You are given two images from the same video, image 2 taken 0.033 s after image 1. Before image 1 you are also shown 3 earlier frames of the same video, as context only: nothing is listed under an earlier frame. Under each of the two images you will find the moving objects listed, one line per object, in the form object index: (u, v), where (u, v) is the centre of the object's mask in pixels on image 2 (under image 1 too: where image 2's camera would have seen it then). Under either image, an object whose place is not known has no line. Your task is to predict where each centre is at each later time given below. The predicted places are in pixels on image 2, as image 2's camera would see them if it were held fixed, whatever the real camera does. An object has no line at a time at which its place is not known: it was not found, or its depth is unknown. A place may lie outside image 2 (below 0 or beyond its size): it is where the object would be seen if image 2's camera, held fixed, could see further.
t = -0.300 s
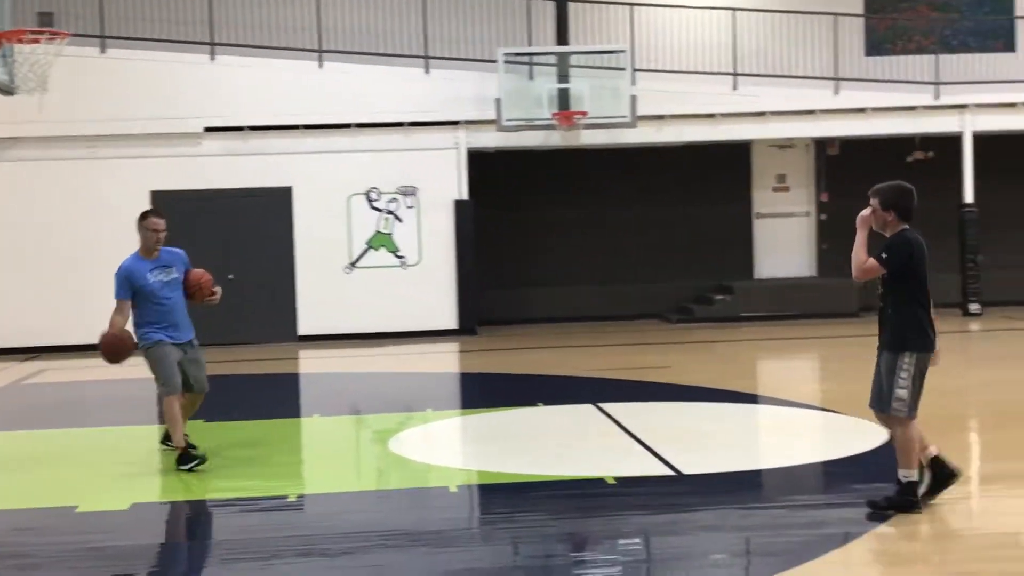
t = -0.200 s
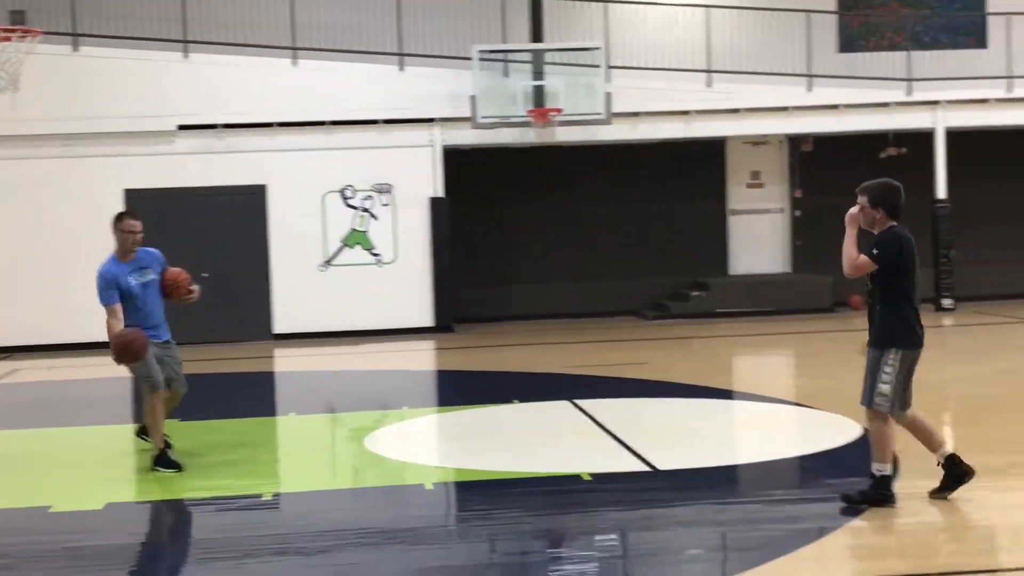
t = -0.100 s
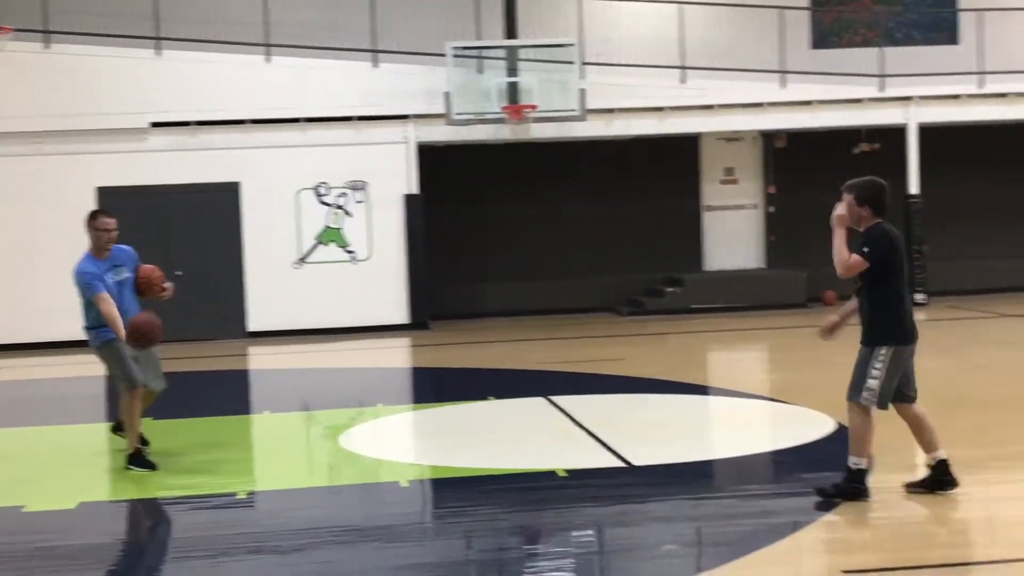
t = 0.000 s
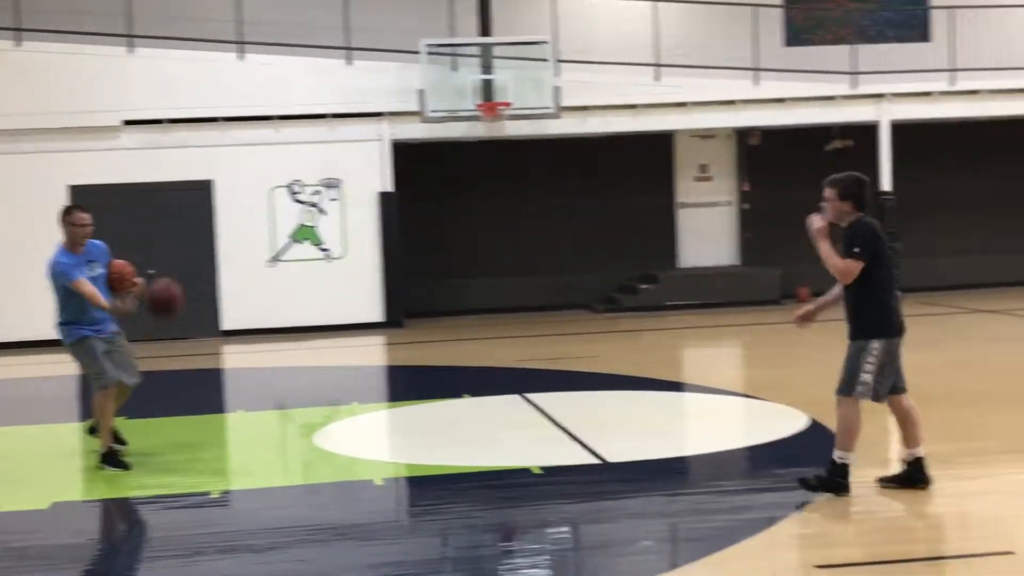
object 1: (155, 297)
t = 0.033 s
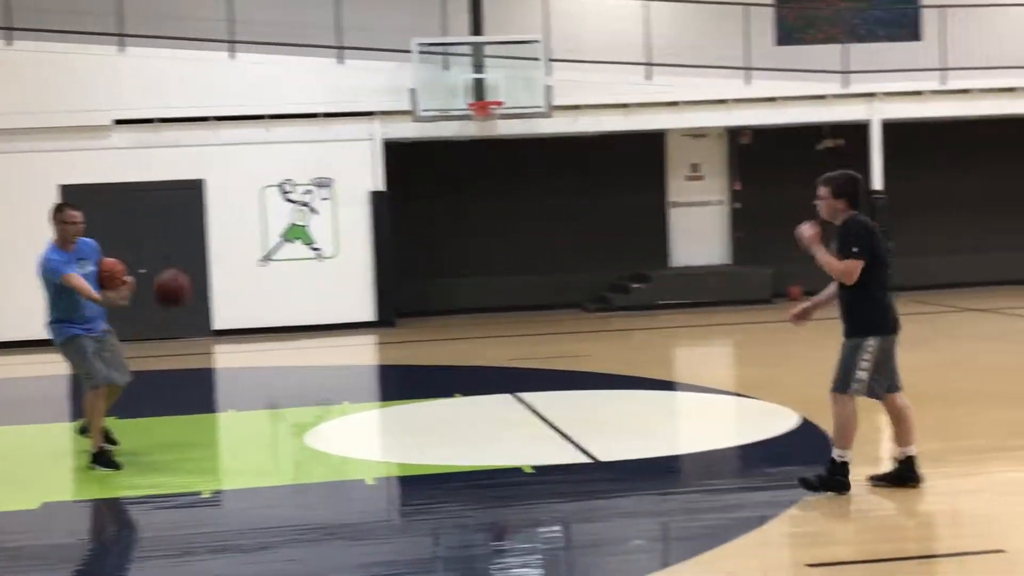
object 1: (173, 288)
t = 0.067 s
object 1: (189, 281)
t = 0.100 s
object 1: (207, 277)
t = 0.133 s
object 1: (224, 273)
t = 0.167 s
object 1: (242, 272)
